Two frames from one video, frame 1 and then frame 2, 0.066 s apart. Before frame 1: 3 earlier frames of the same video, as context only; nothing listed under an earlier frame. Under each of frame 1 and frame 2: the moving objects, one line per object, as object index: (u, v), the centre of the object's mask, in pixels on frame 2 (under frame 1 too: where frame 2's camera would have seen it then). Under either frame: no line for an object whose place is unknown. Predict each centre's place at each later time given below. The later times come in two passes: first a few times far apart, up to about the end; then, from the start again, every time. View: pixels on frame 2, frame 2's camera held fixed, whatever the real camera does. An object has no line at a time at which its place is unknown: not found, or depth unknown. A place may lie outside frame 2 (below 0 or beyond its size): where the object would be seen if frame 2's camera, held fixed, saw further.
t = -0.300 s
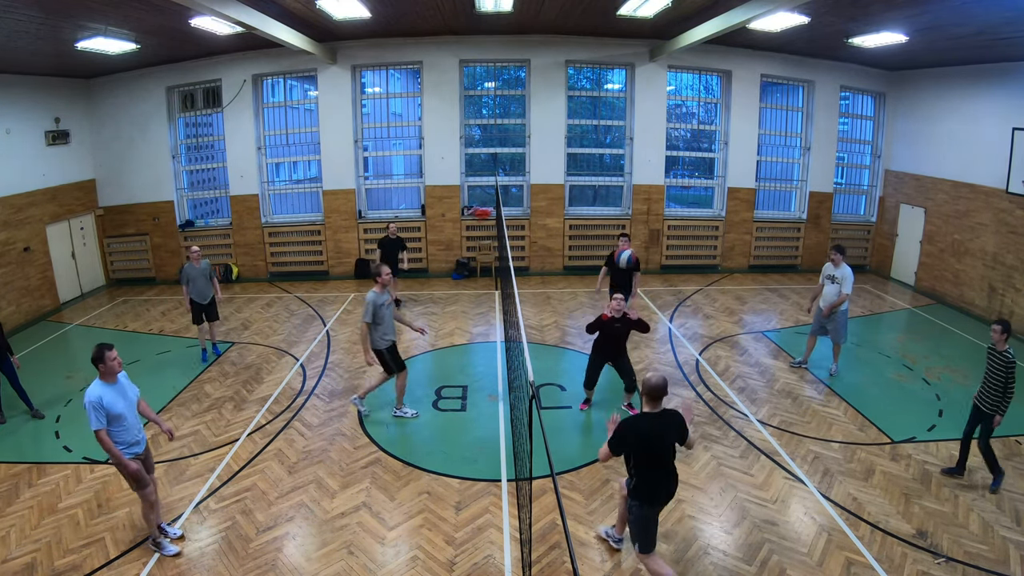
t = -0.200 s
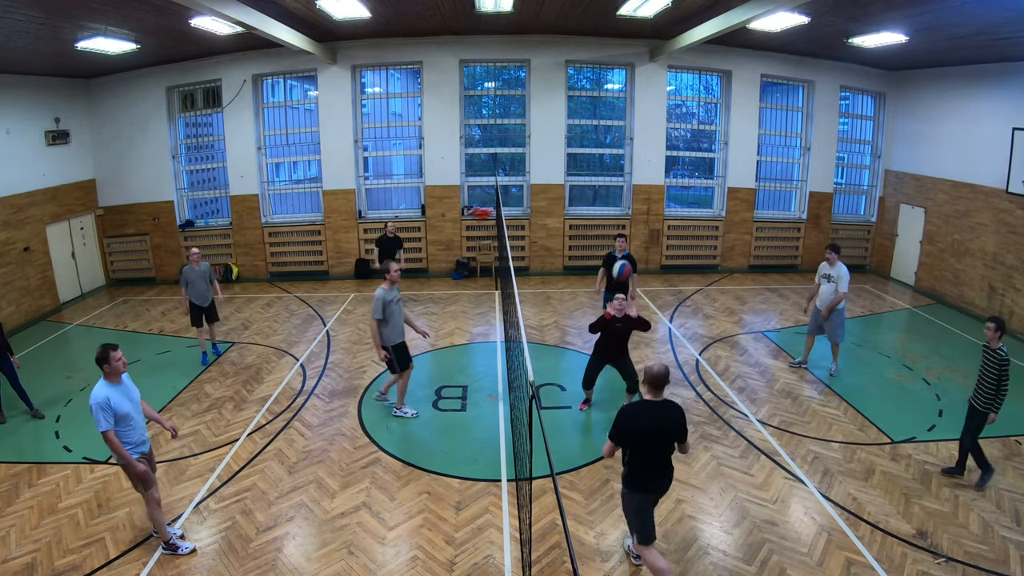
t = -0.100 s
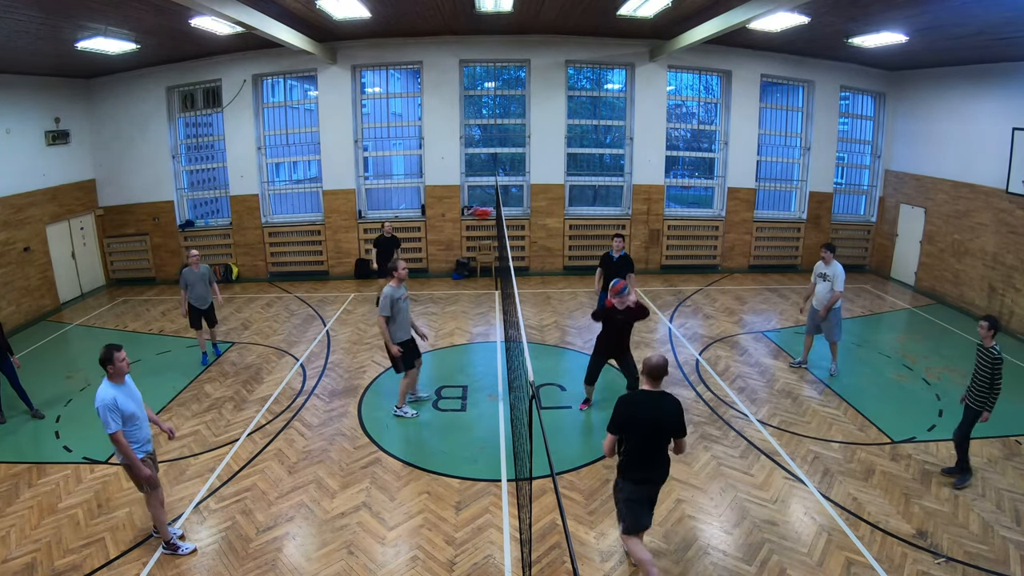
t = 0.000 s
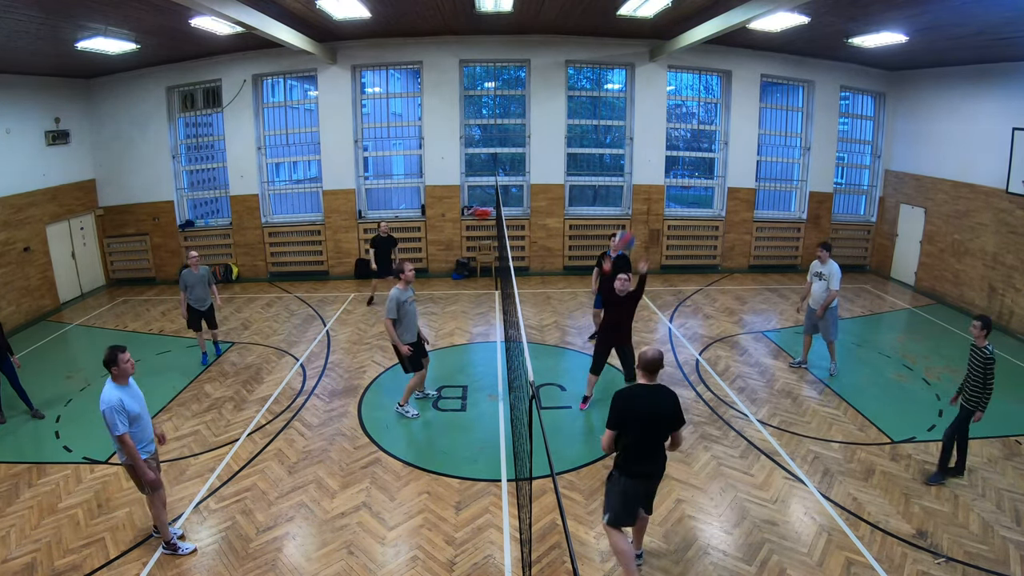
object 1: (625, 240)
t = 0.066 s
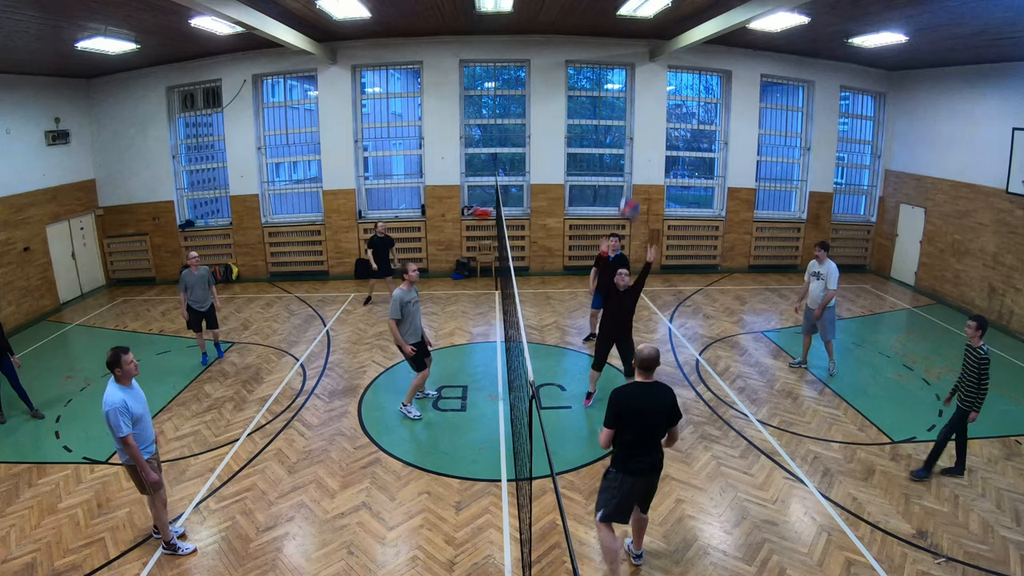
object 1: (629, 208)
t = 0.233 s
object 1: (638, 138)
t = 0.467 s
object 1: (653, 76)
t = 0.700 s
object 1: (670, 78)
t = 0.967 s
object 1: (692, 201)
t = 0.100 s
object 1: (631, 193)
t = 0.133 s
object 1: (633, 178)
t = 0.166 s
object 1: (635, 163)
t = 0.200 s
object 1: (637, 149)
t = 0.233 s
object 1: (638, 138)
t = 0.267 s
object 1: (640, 126)
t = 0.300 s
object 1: (642, 116)
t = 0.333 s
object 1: (644, 106)
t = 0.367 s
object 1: (646, 97)
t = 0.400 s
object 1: (649, 89)
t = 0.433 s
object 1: (651, 82)
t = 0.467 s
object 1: (653, 76)
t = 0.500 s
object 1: (655, 72)
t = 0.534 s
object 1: (657, 69)
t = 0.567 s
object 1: (660, 68)
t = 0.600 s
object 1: (662, 68)
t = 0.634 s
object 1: (664, 70)
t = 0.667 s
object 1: (667, 73)
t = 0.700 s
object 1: (670, 78)
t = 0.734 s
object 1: (673, 85)
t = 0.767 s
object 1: (676, 95)
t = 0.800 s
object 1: (678, 106)
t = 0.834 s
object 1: (681, 119)
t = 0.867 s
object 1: (684, 136)
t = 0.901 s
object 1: (687, 154)
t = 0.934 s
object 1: (689, 175)
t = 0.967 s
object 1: (692, 201)
